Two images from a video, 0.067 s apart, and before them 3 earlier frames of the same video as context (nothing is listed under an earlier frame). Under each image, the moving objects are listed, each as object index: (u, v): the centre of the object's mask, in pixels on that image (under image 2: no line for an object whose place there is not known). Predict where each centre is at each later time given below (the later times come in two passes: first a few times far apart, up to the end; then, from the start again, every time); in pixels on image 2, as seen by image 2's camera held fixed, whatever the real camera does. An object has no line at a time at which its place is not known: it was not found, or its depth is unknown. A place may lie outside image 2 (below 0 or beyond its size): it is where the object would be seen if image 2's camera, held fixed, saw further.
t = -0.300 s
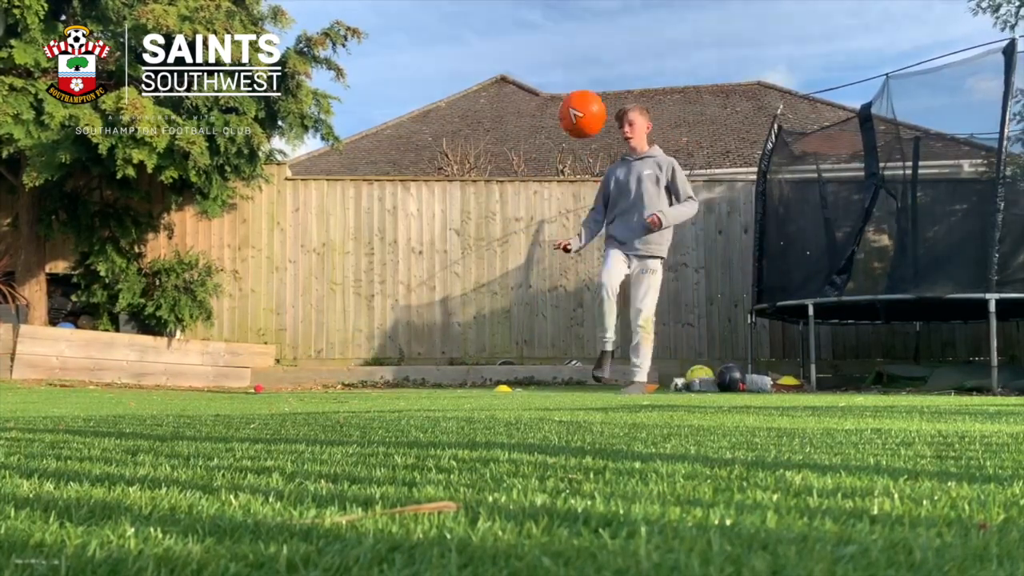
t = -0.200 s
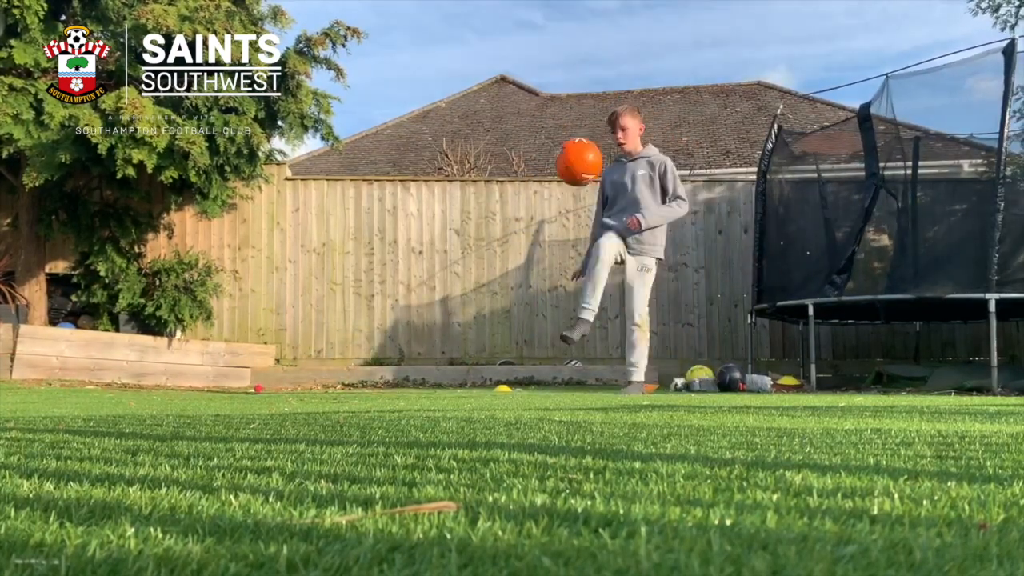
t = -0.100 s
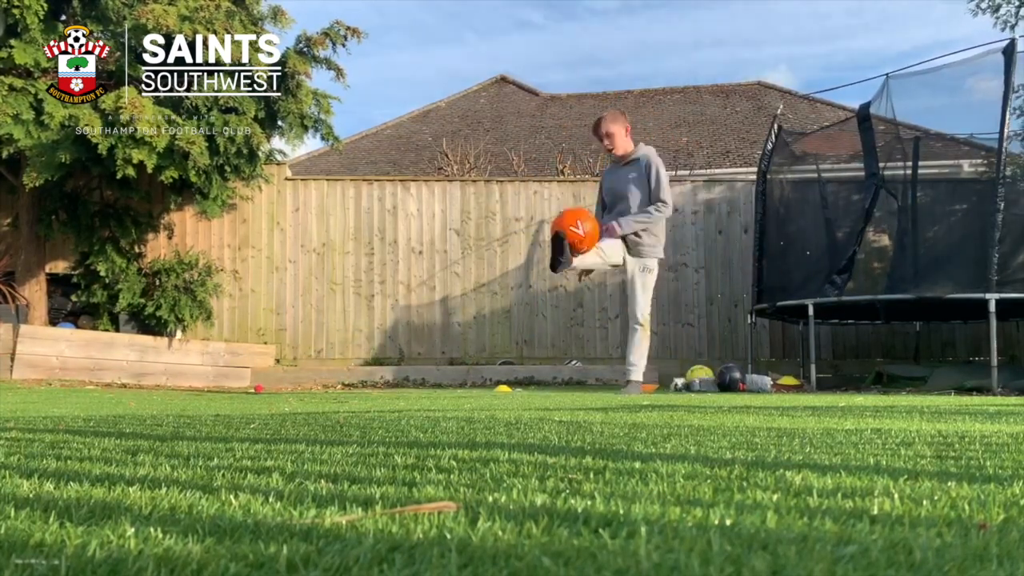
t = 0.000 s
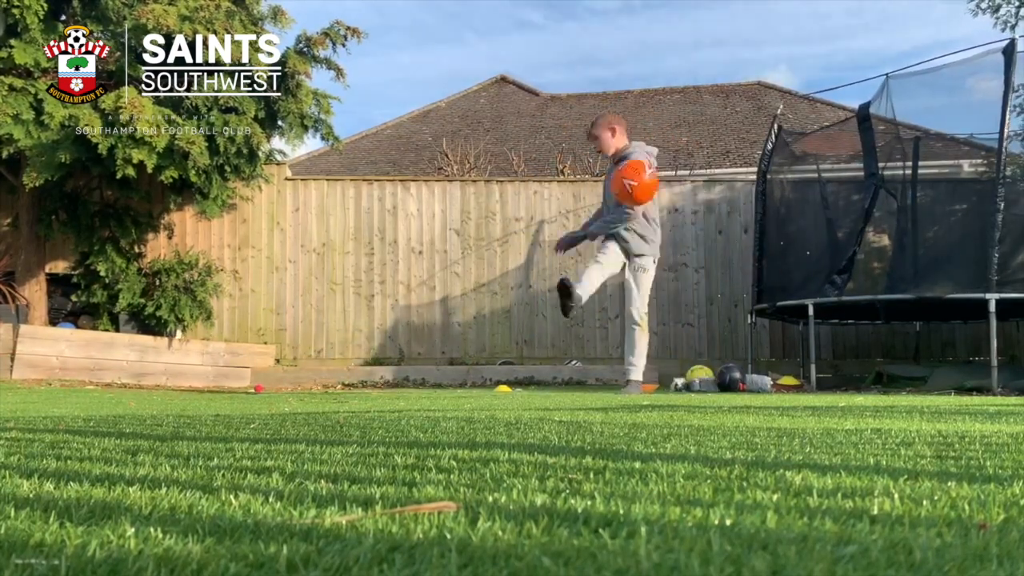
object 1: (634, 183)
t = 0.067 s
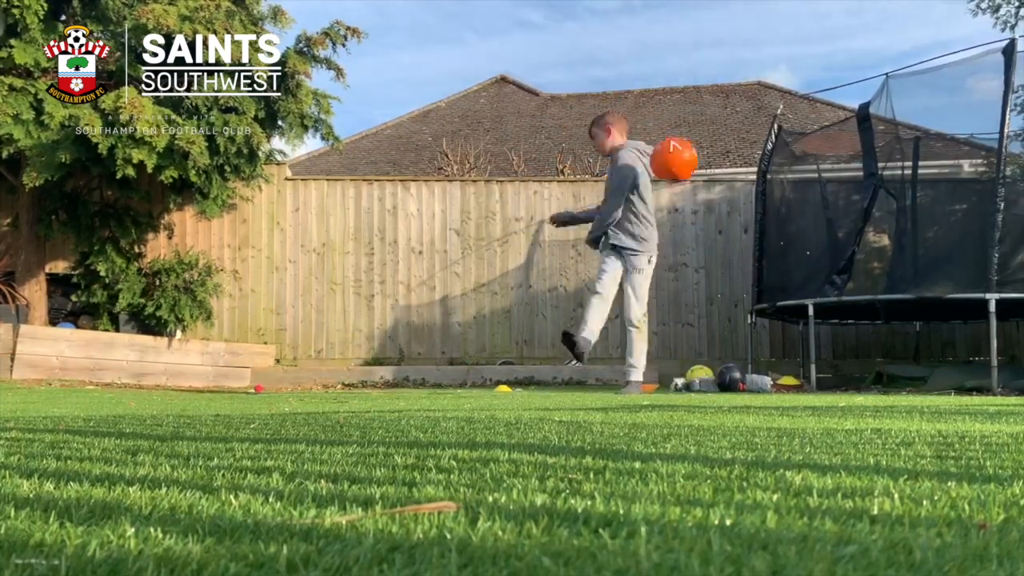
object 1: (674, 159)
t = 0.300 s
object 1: (803, 156)
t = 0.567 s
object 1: (939, 273)
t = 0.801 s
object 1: (1017, 342)
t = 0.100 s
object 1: (693, 152)
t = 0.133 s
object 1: (712, 147)
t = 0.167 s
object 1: (731, 144)
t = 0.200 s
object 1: (750, 144)
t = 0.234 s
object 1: (768, 146)
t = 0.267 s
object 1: (785, 150)
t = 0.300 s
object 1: (803, 156)
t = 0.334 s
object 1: (821, 164)
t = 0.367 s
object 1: (838, 174)
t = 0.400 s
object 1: (855, 186)
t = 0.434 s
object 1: (872, 200)
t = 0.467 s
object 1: (888, 215)
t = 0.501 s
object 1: (905, 233)
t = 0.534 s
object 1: (922, 252)
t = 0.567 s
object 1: (939, 273)
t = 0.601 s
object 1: (955, 297)
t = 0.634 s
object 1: (972, 321)
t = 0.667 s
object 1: (988, 348)
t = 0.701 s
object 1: (1003, 376)
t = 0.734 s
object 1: (1009, 374)
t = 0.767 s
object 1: (1013, 356)
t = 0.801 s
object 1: (1017, 342)
